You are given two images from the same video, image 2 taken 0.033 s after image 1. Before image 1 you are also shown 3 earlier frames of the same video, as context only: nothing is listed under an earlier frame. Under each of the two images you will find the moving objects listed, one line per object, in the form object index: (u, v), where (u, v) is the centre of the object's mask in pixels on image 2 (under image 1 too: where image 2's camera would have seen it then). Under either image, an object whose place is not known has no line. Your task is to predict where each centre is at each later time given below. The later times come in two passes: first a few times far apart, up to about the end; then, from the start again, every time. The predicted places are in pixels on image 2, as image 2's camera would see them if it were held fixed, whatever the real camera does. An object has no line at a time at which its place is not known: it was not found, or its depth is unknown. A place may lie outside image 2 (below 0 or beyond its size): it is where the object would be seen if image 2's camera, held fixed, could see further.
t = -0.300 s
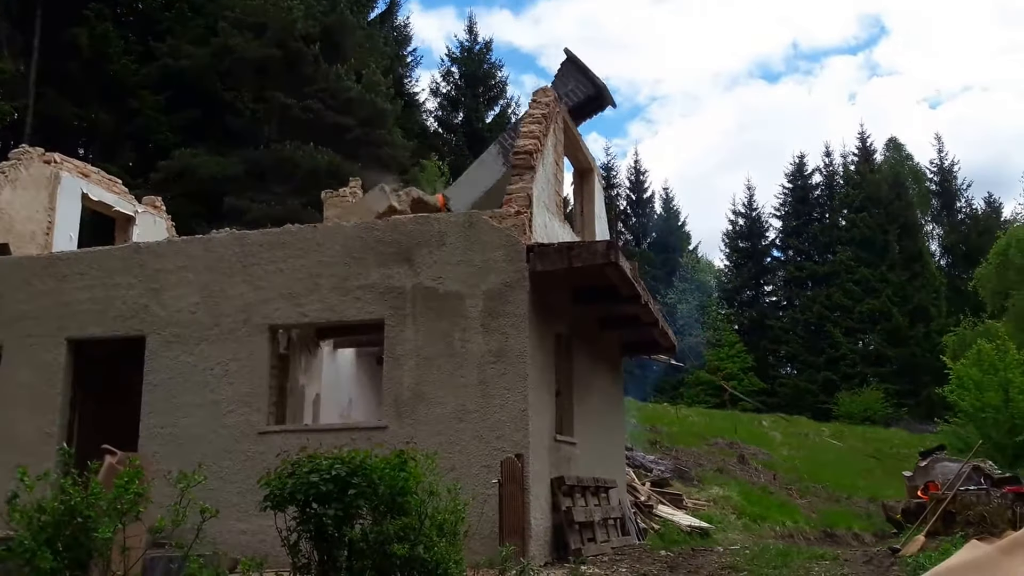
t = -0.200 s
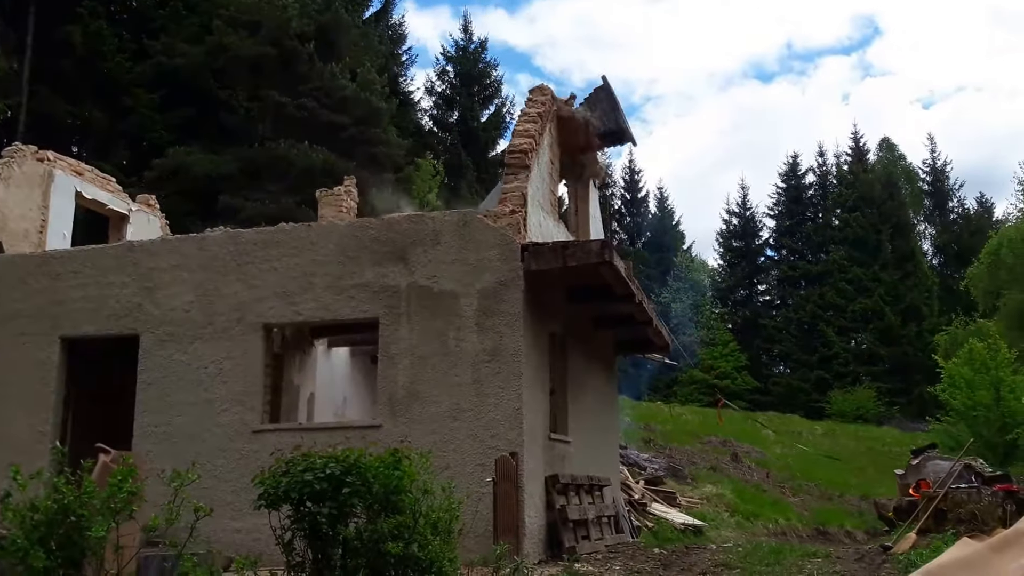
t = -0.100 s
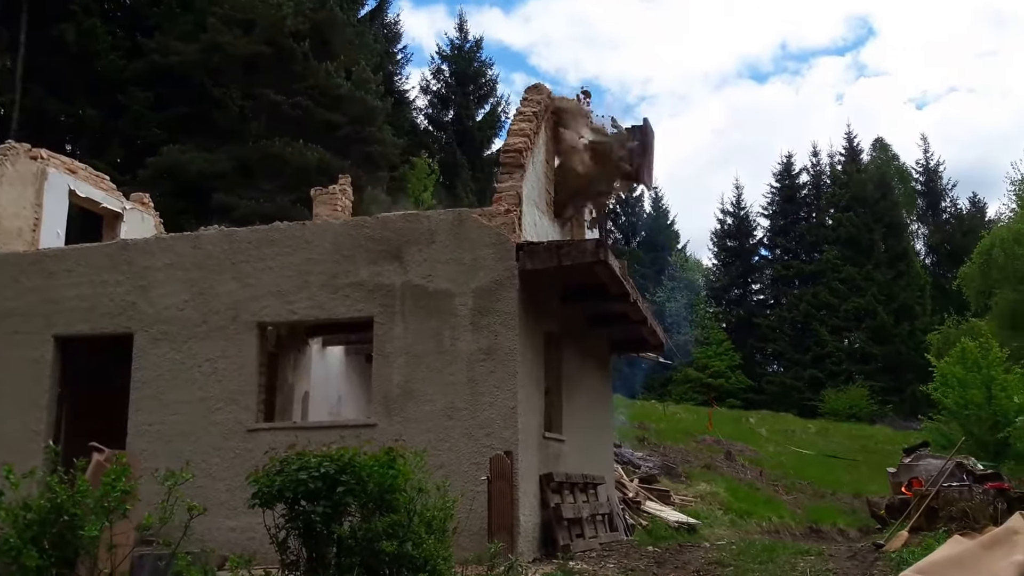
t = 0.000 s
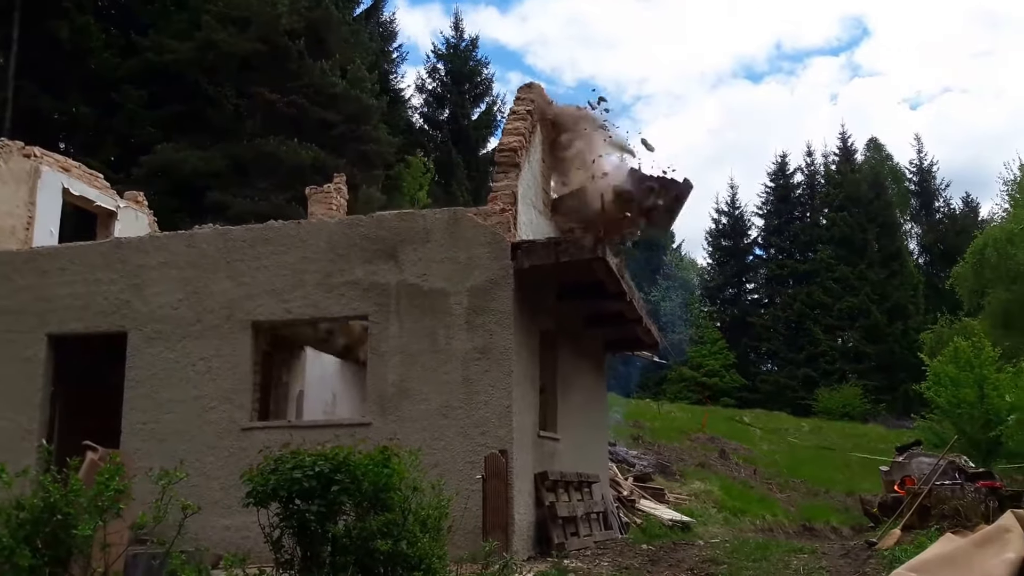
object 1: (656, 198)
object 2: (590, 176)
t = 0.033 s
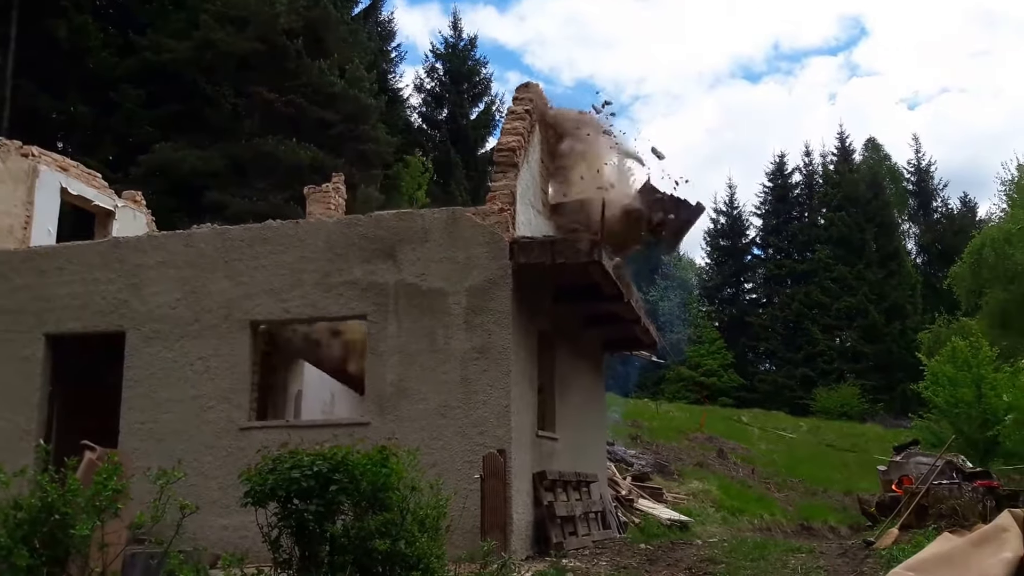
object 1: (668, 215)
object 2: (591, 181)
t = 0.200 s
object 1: (730, 318)
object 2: (628, 239)
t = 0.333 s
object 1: (787, 436)
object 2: (672, 307)
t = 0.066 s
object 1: (677, 233)
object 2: (597, 188)
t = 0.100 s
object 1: (688, 250)
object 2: (601, 193)
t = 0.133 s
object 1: (703, 272)
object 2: (611, 209)
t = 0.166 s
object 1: (717, 296)
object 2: (620, 222)
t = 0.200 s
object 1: (730, 318)
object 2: (628, 239)
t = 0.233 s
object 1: (744, 346)
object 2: (638, 253)
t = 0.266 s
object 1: (760, 374)
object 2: (648, 268)
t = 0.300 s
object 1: (773, 404)
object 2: (659, 288)
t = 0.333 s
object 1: (787, 436)
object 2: (672, 307)
